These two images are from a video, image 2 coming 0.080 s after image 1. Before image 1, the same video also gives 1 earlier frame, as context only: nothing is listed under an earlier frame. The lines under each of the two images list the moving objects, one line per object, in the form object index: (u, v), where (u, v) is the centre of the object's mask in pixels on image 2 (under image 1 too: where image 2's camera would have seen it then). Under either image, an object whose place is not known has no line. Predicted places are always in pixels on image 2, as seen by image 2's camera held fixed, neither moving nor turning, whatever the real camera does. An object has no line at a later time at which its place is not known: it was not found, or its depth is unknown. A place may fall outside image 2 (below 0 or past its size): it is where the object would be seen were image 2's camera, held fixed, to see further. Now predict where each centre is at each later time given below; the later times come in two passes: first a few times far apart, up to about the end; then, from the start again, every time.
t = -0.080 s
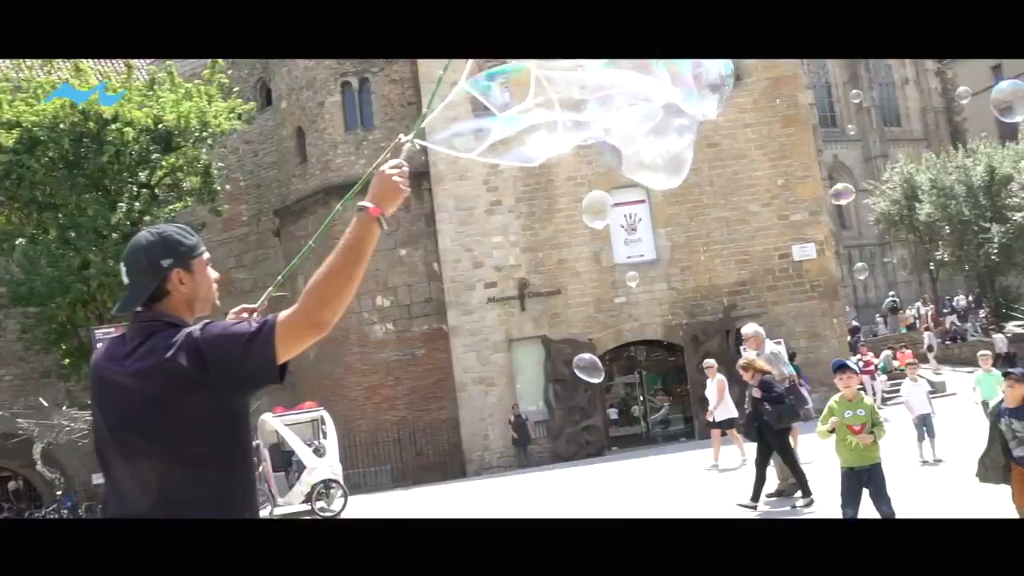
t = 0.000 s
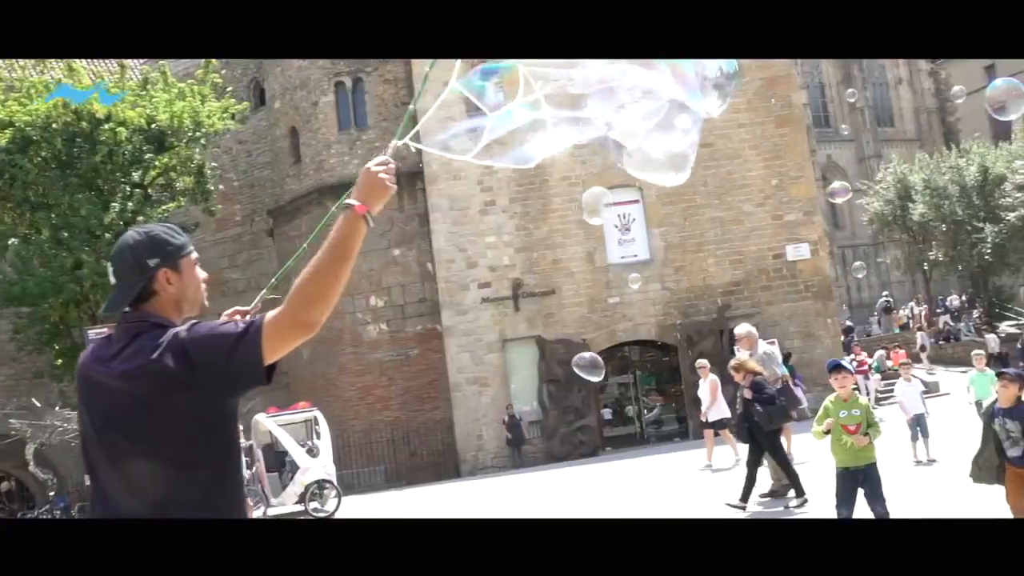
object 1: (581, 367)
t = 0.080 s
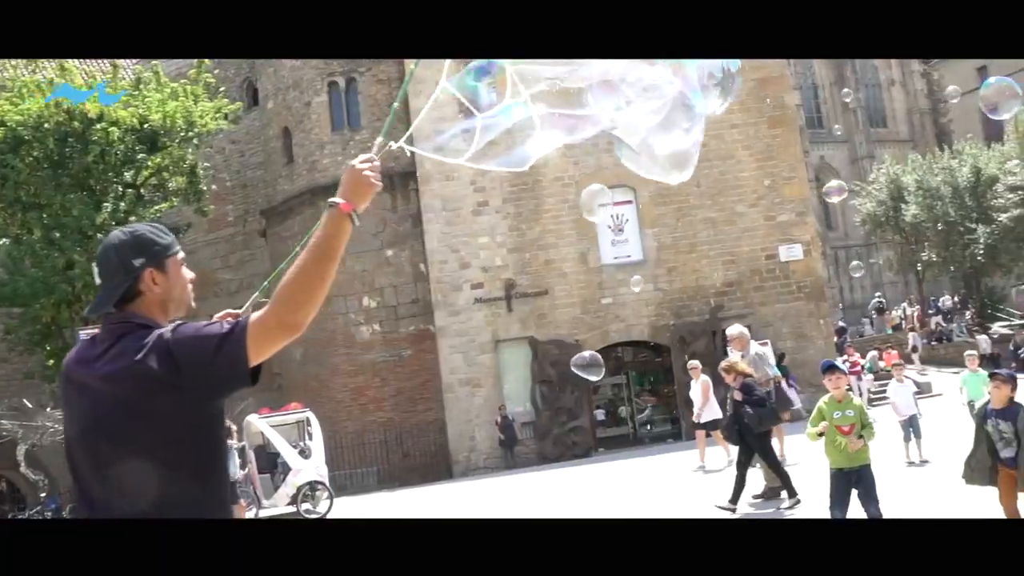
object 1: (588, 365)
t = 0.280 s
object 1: (606, 361)
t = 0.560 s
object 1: (632, 352)
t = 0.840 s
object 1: (659, 343)
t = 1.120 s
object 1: (688, 333)
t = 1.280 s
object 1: (703, 326)
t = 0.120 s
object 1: (591, 365)
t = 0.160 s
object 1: (595, 363)
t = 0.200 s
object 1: (598, 363)
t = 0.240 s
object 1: (602, 362)
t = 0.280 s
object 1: (606, 361)
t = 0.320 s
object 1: (609, 360)
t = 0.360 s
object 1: (613, 359)
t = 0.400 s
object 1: (617, 358)
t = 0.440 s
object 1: (621, 356)
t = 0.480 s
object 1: (625, 355)
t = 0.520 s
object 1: (628, 353)
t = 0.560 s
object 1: (632, 352)
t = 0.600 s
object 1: (636, 351)
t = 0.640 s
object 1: (640, 349)
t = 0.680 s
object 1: (643, 348)
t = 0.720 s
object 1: (647, 347)
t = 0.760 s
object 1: (651, 346)
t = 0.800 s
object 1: (655, 344)
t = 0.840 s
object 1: (659, 343)
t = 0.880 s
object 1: (663, 341)
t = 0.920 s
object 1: (667, 340)
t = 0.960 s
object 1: (671, 339)
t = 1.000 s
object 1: (675, 337)
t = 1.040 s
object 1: (679, 336)
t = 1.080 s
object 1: (683, 334)
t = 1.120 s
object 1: (688, 333)
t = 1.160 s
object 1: (692, 331)
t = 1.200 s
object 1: (695, 330)
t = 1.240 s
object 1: (699, 328)
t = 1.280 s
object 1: (703, 326)
